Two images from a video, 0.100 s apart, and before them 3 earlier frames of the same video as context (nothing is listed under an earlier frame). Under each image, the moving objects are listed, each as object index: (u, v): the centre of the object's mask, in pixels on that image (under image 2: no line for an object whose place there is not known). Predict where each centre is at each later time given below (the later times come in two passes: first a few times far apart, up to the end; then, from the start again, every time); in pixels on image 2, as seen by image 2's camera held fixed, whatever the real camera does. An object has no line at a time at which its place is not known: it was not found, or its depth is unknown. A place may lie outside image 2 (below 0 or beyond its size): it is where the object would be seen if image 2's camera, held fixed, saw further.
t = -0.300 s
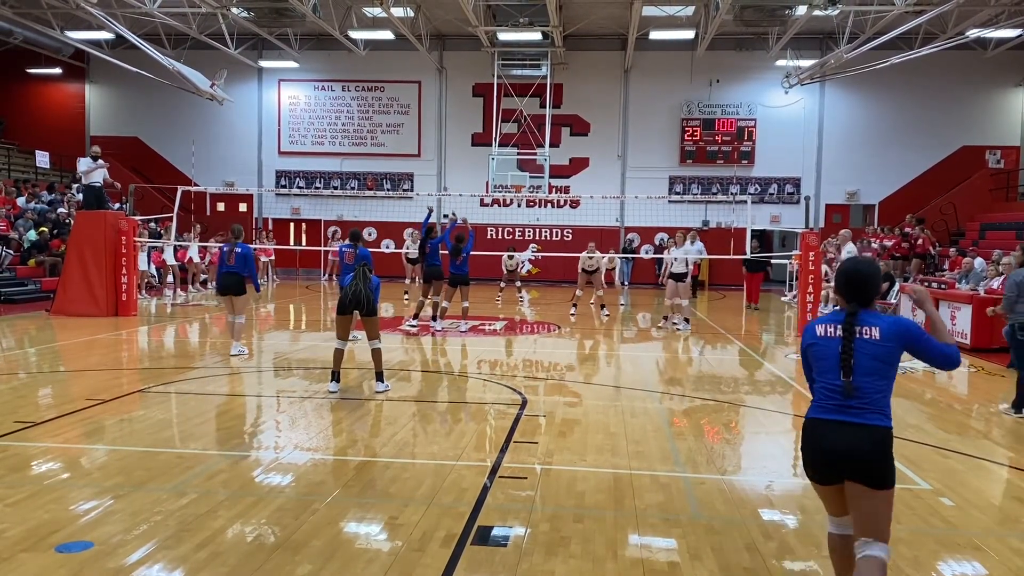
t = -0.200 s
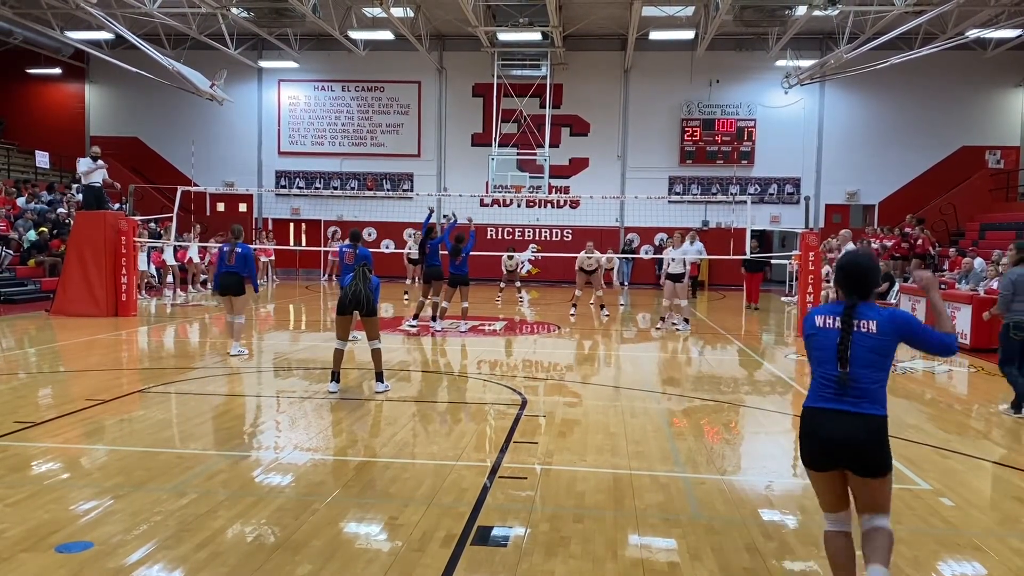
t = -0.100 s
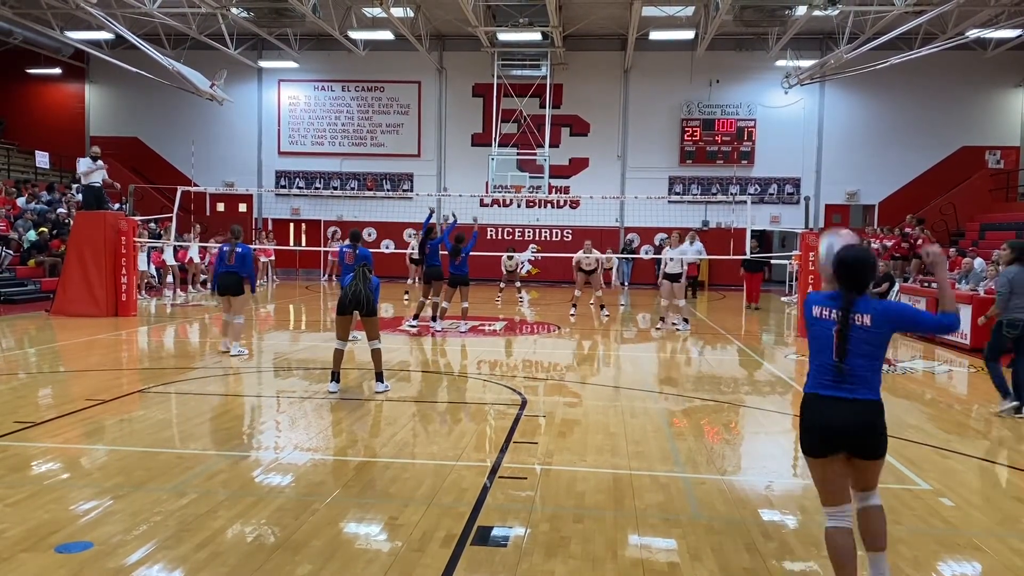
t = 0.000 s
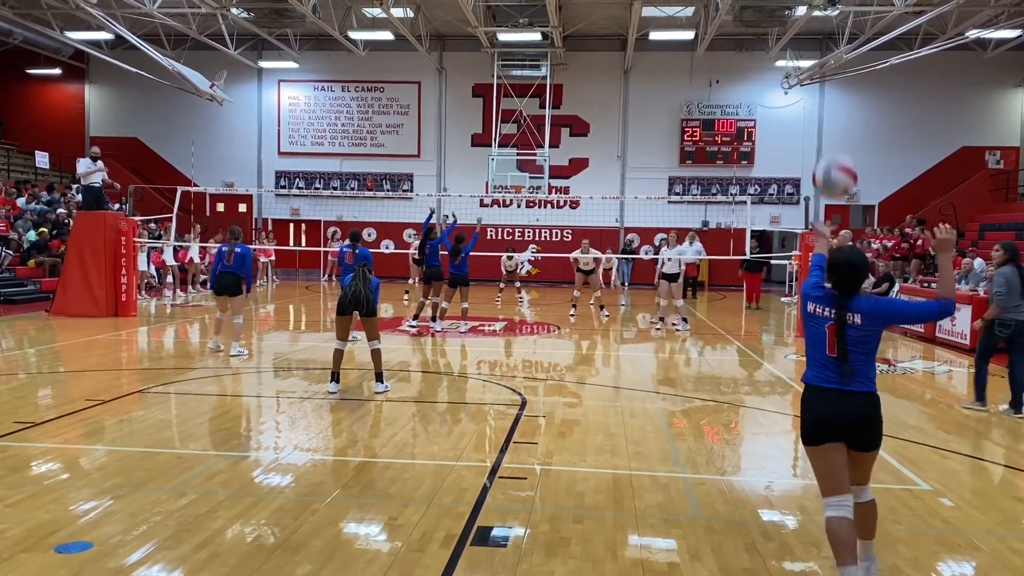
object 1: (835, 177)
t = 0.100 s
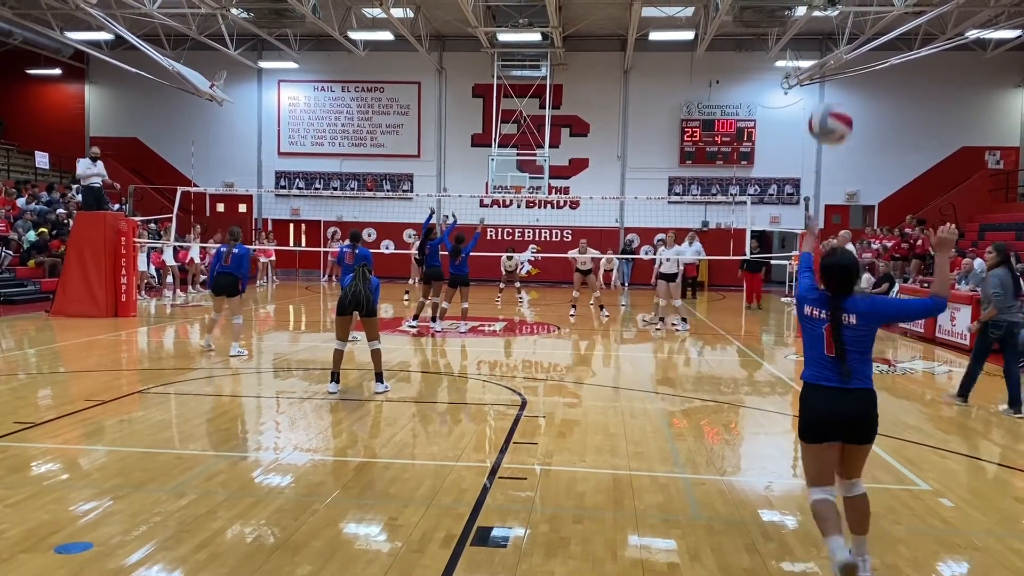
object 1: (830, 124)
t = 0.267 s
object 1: (823, 81)
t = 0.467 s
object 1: (812, 102)
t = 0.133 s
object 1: (829, 112)
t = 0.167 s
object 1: (828, 99)
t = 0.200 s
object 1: (826, 90)
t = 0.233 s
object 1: (825, 84)
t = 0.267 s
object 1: (823, 81)
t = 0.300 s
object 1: (821, 79)
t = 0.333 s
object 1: (820, 79)
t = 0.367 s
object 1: (818, 82)
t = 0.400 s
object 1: (816, 87)
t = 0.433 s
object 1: (814, 93)
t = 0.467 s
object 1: (812, 102)
